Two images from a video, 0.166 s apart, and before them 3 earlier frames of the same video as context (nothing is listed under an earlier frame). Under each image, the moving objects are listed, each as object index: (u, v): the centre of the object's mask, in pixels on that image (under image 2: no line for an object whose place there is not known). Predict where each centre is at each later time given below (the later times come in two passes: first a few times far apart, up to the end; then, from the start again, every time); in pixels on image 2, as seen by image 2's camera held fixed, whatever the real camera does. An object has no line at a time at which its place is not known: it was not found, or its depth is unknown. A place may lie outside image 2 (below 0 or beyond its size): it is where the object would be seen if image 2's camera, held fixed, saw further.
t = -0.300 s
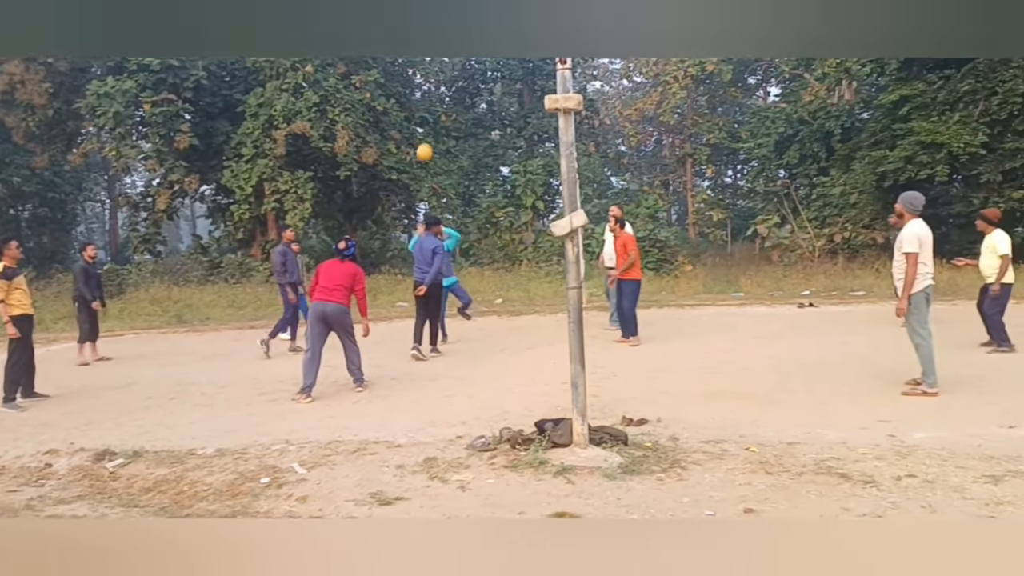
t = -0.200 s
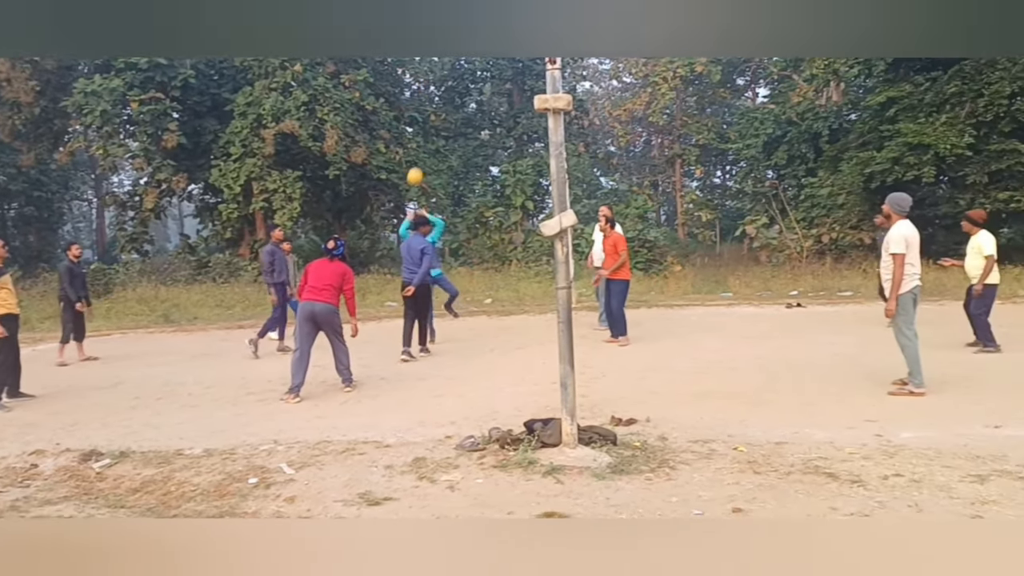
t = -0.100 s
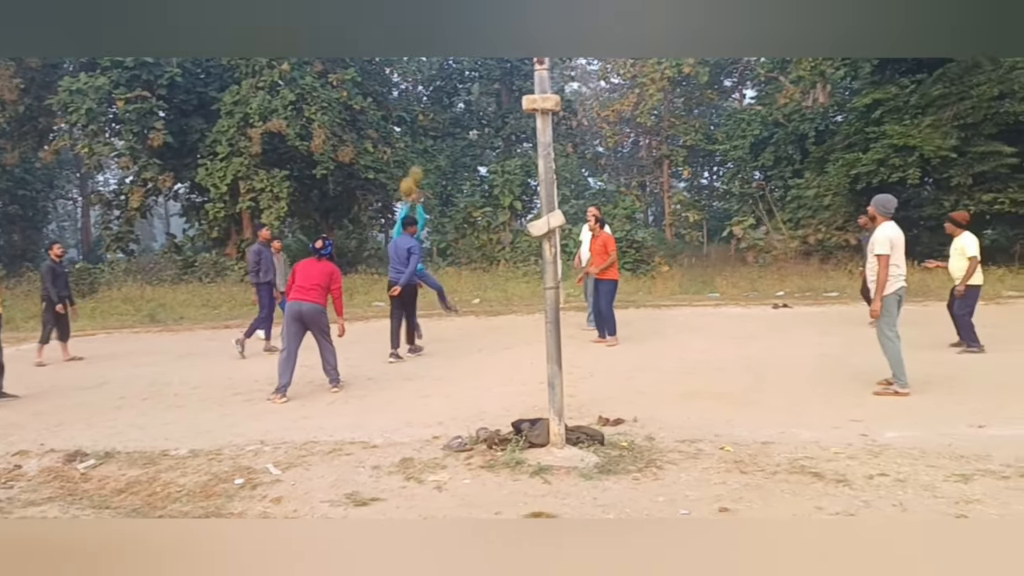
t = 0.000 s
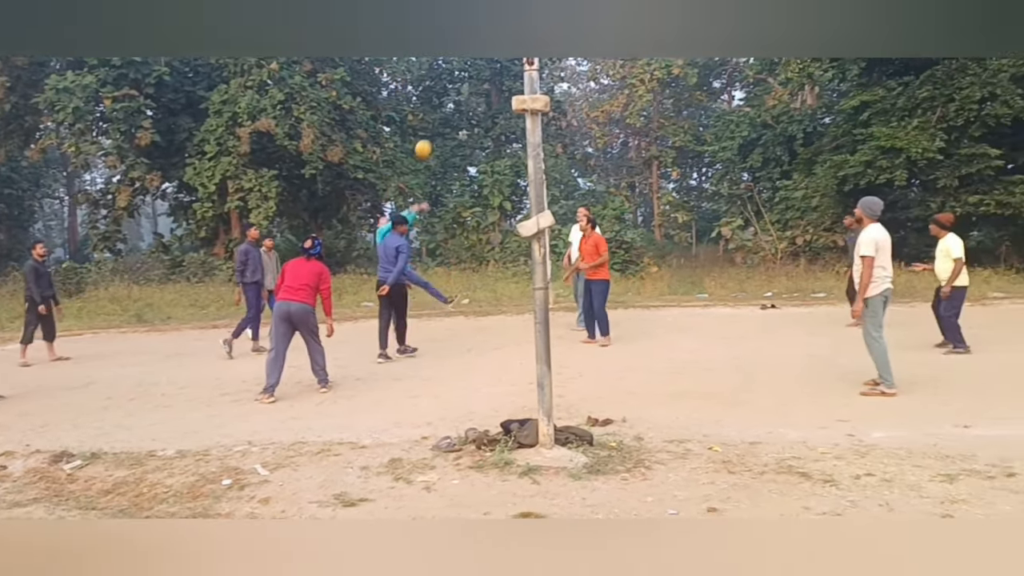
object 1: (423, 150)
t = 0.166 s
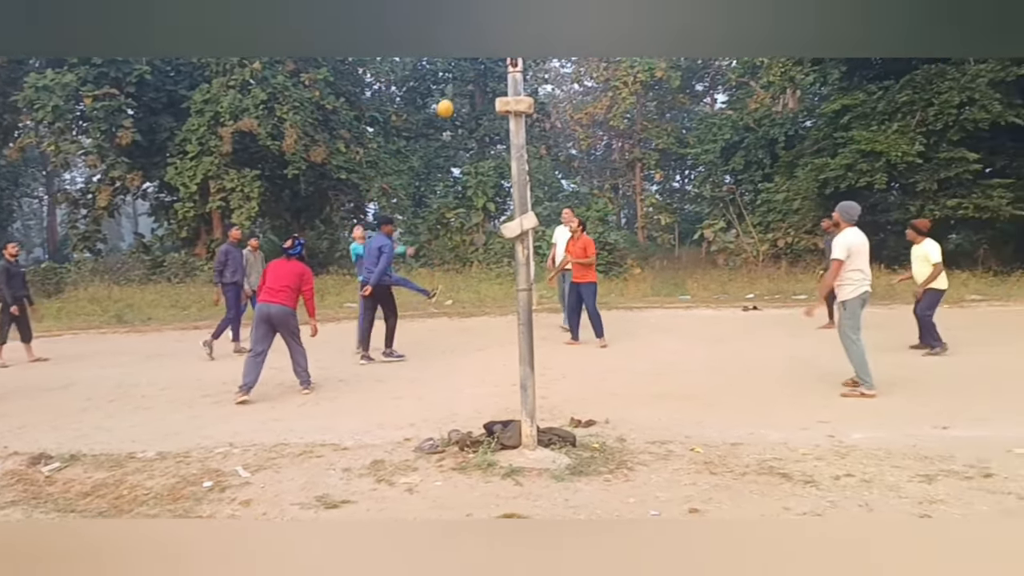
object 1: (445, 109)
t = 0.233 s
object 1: (455, 100)
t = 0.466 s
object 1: (504, 69)
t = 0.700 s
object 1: (579, 58)
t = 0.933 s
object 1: (643, 79)
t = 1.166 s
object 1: (713, 126)
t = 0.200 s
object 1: (451, 104)
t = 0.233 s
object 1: (455, 100)
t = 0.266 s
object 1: (465, 92)
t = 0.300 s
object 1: (476, 85)
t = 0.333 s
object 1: (481, 82)
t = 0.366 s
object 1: (487, 79)
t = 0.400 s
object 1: (497, 73)
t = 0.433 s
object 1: (503, 68)
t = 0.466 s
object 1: (504, 69)
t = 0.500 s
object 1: (524, 62)
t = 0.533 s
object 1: (532, 62)
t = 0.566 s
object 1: (543, 60)
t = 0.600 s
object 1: (547, 60)
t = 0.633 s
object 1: (554, 58)
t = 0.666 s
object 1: (568, 58)
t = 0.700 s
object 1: (579, 58)
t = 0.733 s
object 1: (585, 60)
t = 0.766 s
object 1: (590, 61)
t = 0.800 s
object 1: (603, 64)
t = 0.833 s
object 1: (615, 68)
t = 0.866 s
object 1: (623, 71)
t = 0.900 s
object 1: (629, 73)
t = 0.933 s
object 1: (643, 79)
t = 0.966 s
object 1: (656, 85)
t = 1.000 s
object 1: (666, 92)
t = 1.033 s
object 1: (671, 94)
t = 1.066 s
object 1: (684, 103)
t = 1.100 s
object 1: (698, 114)
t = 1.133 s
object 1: (706, 120)
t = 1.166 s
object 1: (713, 126)
